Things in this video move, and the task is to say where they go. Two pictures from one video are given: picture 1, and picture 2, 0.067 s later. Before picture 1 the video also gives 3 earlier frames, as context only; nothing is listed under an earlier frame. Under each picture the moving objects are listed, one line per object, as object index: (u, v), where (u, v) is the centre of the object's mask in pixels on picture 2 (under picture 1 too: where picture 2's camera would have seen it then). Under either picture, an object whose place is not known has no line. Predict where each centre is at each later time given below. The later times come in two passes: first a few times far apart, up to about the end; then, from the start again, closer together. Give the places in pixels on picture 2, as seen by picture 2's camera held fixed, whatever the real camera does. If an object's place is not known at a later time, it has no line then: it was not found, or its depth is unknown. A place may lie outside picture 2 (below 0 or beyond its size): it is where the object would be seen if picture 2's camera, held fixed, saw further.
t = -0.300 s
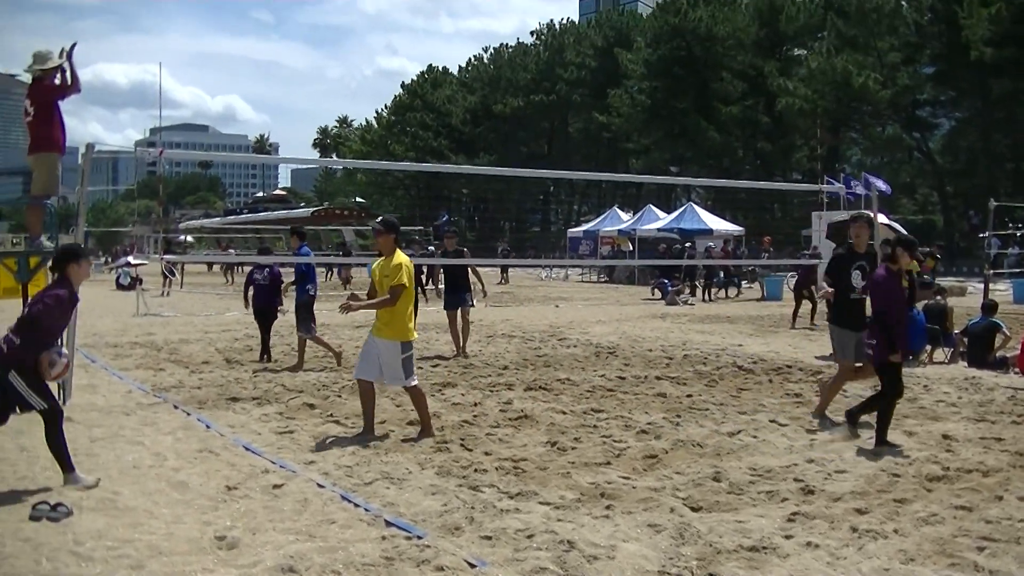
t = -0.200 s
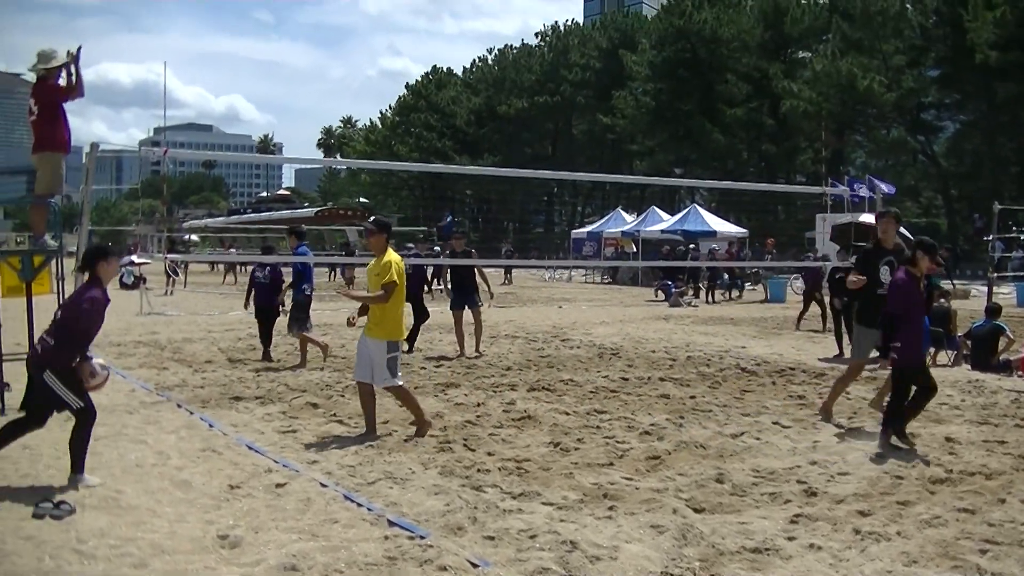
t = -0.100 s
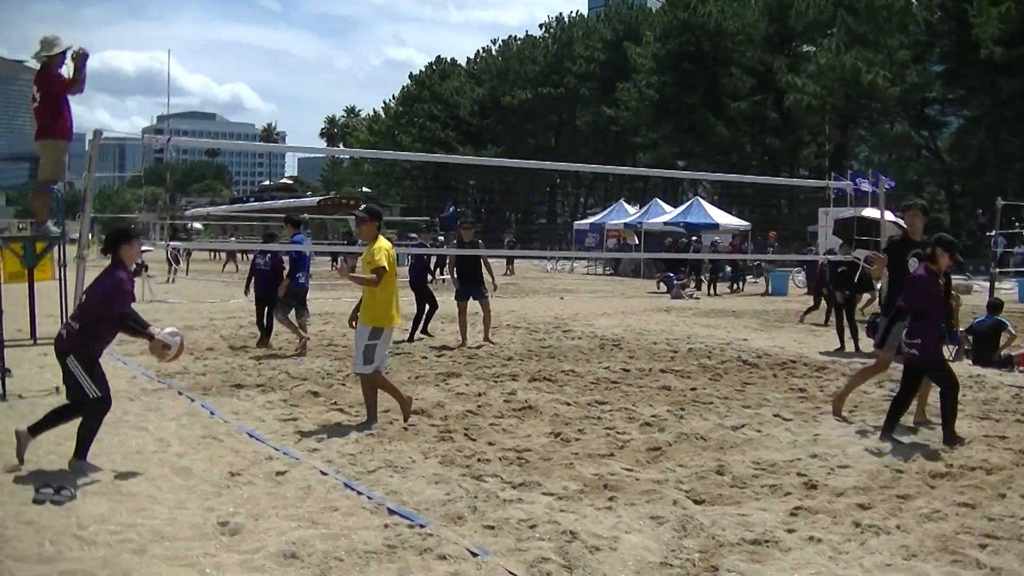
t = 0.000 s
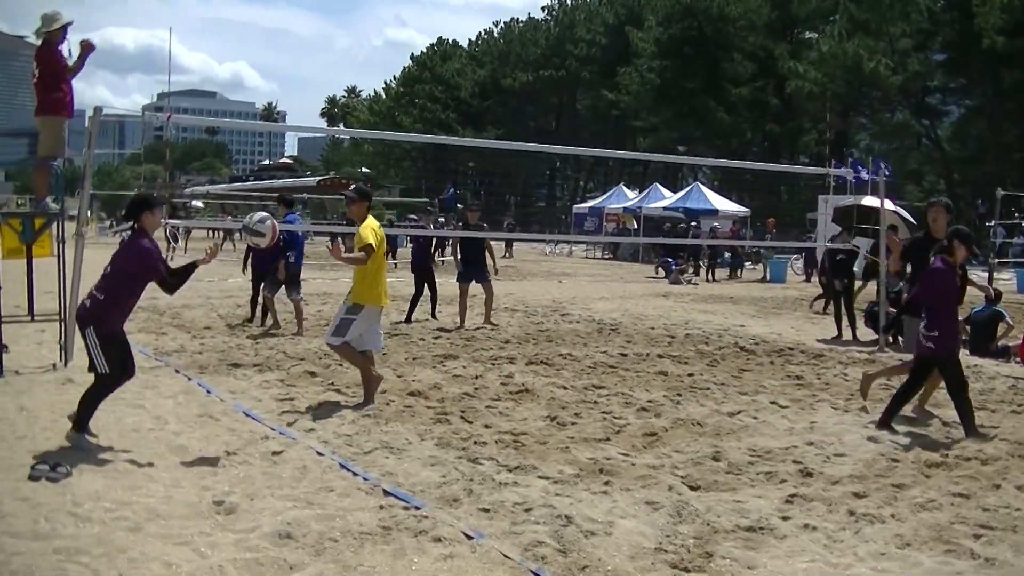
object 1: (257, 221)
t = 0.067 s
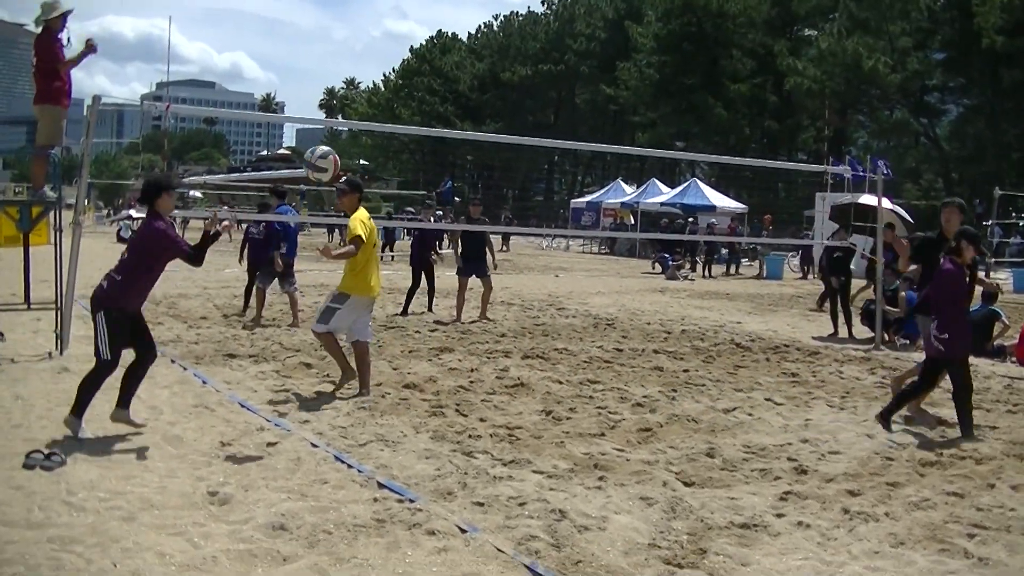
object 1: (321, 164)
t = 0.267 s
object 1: (508, 43)
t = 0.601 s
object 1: (785, 0)
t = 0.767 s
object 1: (918, 39)
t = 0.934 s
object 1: (1036, 124)
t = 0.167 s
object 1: (416, 99)
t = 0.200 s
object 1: (447, 78)
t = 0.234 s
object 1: (478, 59)
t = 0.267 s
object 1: (508, 43)
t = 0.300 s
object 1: (537, 30)
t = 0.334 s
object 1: (565, 18)
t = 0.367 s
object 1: (594, 10)
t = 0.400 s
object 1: (620, 7)
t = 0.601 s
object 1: (785, 0)
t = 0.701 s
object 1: (866, 18)
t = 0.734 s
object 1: (892, 27)
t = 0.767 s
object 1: (918, 39)
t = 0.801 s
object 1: (942, 53)
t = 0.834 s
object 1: (966, 68)
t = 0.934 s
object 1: (1036, 124)
